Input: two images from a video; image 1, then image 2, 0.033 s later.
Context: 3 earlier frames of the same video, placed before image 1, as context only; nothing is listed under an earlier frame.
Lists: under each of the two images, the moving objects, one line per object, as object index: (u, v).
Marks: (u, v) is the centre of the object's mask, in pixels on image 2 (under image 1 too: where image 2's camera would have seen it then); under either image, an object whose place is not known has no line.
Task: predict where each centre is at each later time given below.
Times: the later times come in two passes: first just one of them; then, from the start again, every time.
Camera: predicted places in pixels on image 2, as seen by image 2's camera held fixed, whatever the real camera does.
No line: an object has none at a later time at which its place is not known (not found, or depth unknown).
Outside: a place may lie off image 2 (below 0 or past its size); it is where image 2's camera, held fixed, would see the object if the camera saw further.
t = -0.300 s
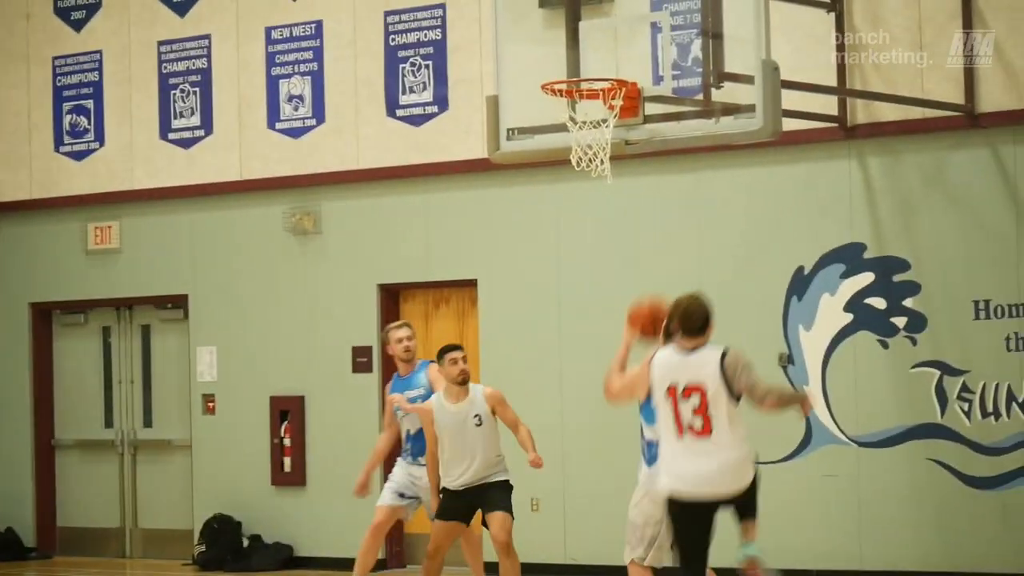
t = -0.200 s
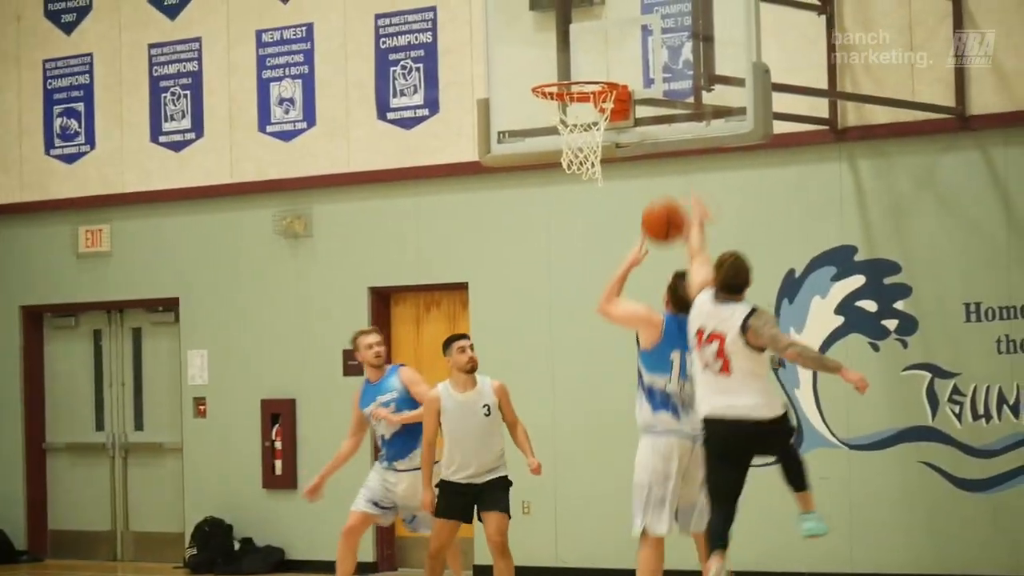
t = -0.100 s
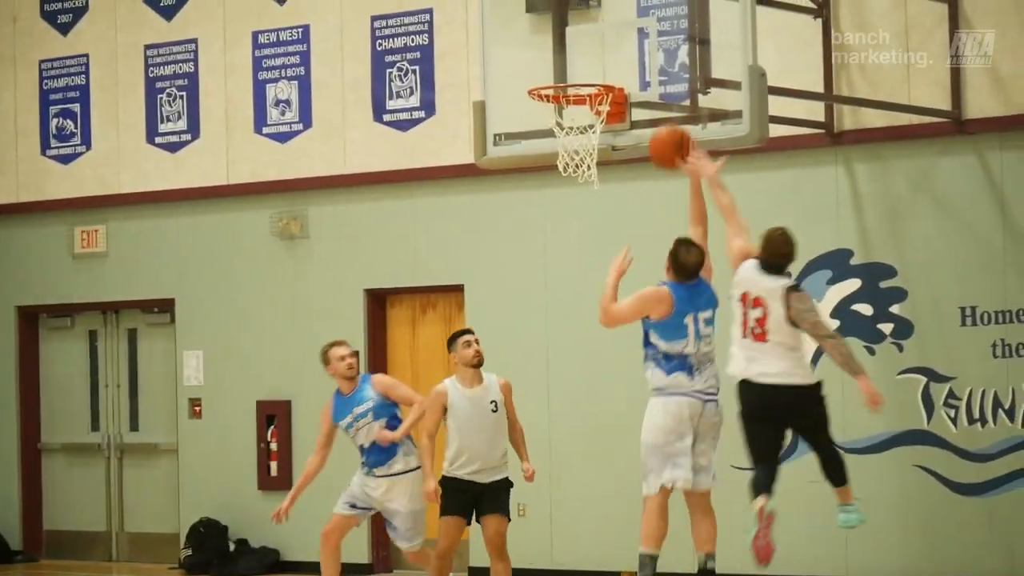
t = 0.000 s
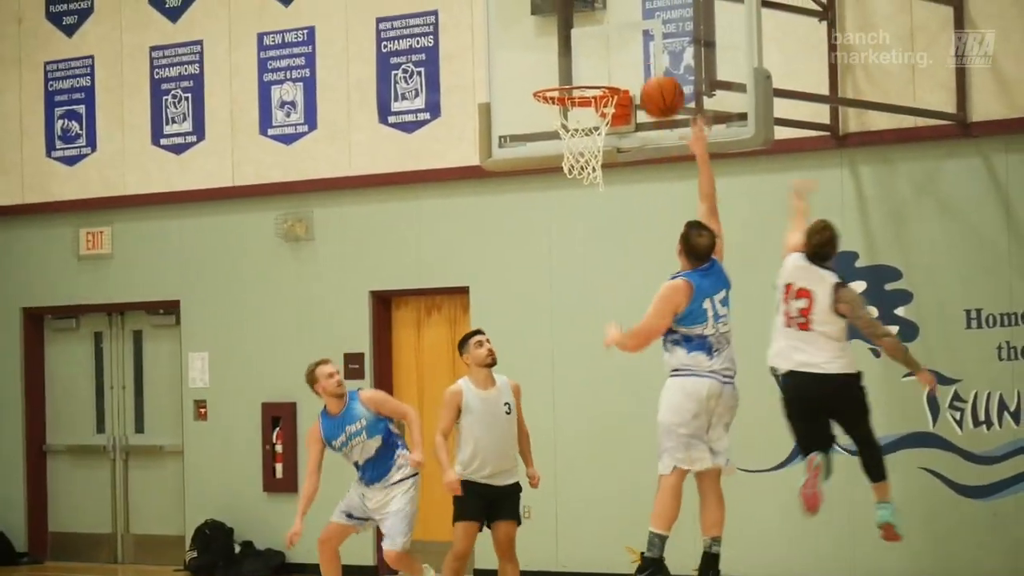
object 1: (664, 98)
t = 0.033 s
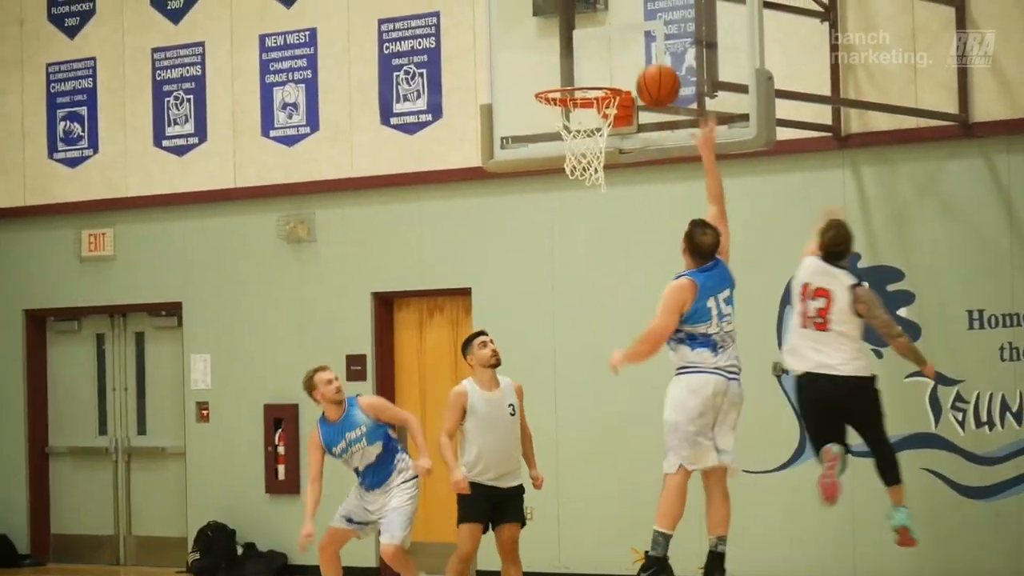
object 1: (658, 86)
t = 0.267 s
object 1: (614, 54)
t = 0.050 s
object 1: (655, 80)
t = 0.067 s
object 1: (652, 75)
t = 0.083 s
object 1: (649, 70)
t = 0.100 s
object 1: (646, 66)
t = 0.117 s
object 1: (643, 63)
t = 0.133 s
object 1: (639, 60)
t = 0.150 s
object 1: (636, 58)
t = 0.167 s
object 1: (633, 56)
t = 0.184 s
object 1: (631, 55)
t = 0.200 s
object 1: (629, 54)
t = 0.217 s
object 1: (626, 53)
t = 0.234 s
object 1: (623, 53)
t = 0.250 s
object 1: (619, 53)
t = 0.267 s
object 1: (614, 54)
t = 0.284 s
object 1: (609, 54)
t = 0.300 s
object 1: (604, 55)
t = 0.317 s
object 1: (599, 57)
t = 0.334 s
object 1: (594, 59)
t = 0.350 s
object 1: (590, 62)
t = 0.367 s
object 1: (585, 65)
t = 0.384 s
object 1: (579, 68)
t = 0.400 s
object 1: (575, 70)
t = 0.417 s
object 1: (570, 73)
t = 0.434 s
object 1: (564, 76)
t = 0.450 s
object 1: (560, 78)
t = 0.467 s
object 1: (560, 80)
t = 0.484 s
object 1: (563, 95)
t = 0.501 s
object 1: (566, 99)
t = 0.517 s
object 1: (568, 107)
